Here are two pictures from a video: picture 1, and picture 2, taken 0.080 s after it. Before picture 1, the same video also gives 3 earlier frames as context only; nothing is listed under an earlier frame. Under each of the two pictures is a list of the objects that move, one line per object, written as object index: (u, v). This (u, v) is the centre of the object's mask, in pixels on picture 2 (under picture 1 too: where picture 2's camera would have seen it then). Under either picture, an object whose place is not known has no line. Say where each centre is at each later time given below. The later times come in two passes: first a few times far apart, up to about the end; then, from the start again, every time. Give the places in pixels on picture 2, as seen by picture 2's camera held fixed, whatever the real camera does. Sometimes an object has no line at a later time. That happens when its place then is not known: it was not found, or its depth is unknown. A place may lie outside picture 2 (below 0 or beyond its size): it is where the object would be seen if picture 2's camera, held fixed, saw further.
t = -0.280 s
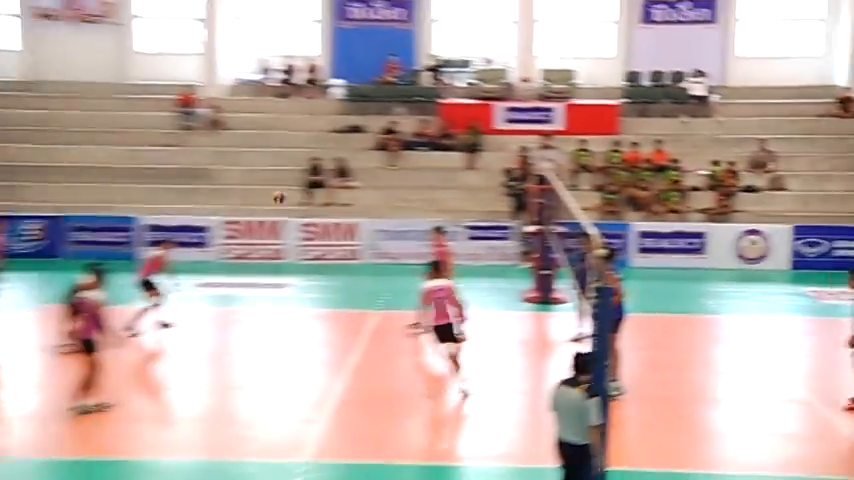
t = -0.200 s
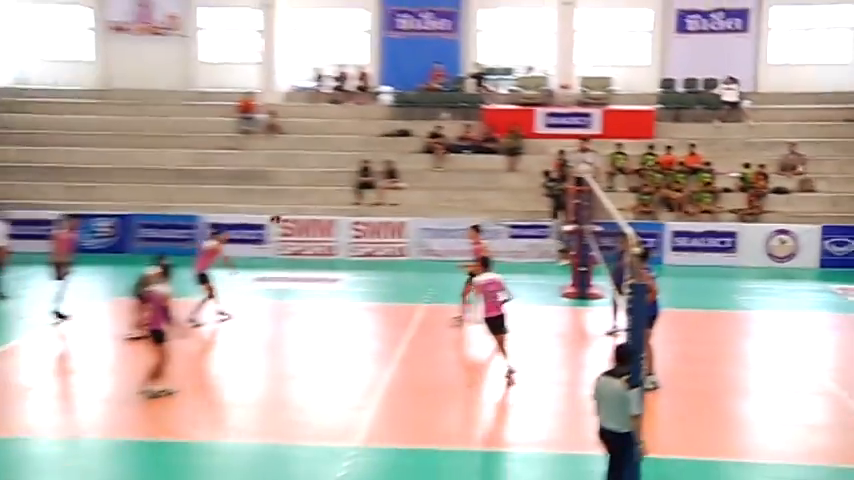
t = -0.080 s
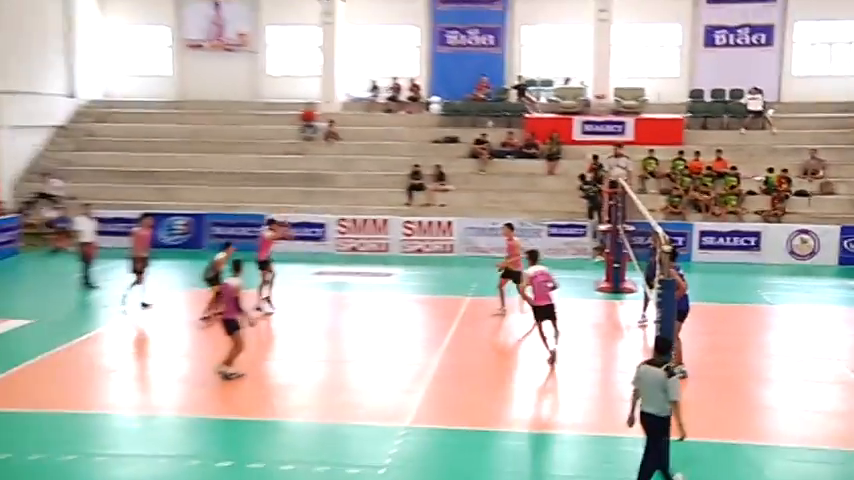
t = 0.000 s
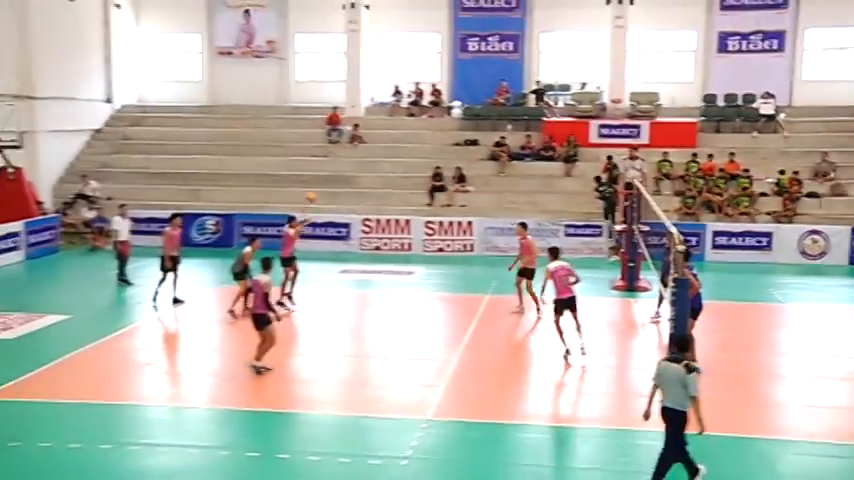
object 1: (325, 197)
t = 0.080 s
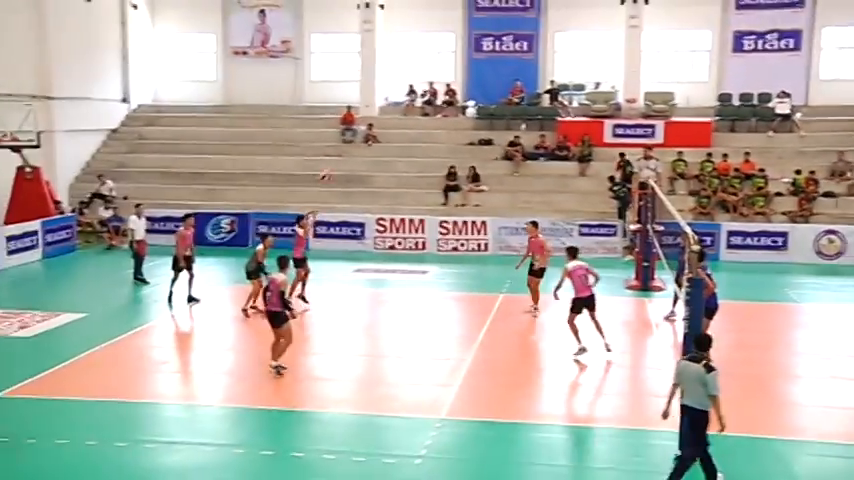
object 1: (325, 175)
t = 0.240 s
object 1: (324, 141)
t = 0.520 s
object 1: (321, 113)
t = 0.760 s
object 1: (317, 126)
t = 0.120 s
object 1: (325, 167)
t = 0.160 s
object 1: (325, 156)
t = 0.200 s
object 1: (324, 149)
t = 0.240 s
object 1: (324, 141)
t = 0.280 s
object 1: (324, 136)
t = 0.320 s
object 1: (323, 129)
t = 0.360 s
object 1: (323, 125)
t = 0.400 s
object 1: (322, 121)
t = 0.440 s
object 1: (321, 117)
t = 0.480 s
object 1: (321, 115)
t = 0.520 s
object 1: (321, 113)
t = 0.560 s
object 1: (320, 113)
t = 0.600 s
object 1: (320, 114)
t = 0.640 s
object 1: (319, 114)
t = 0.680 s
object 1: (318, 117)
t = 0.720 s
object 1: (318, 120)
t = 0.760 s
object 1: (317, 126)
